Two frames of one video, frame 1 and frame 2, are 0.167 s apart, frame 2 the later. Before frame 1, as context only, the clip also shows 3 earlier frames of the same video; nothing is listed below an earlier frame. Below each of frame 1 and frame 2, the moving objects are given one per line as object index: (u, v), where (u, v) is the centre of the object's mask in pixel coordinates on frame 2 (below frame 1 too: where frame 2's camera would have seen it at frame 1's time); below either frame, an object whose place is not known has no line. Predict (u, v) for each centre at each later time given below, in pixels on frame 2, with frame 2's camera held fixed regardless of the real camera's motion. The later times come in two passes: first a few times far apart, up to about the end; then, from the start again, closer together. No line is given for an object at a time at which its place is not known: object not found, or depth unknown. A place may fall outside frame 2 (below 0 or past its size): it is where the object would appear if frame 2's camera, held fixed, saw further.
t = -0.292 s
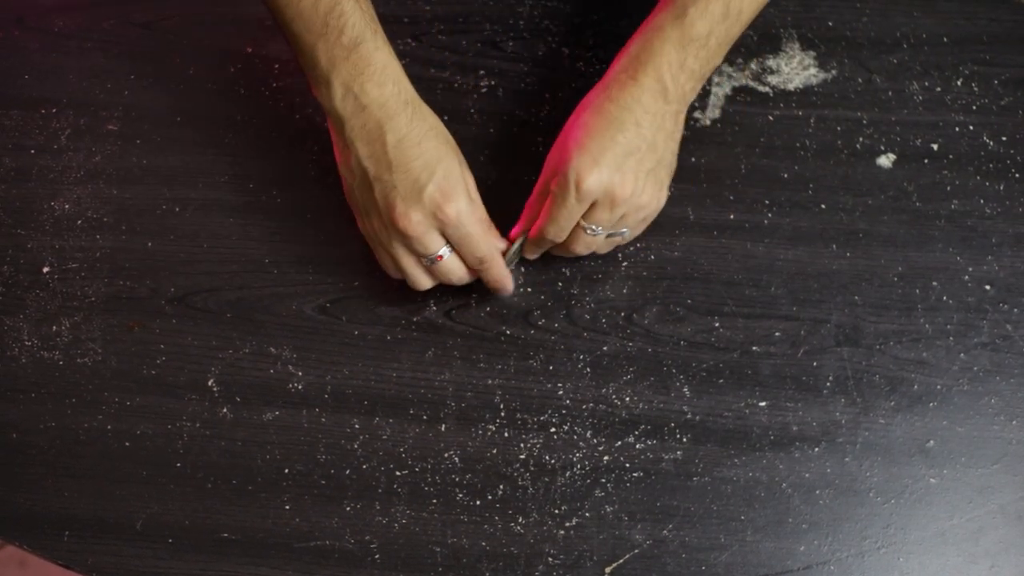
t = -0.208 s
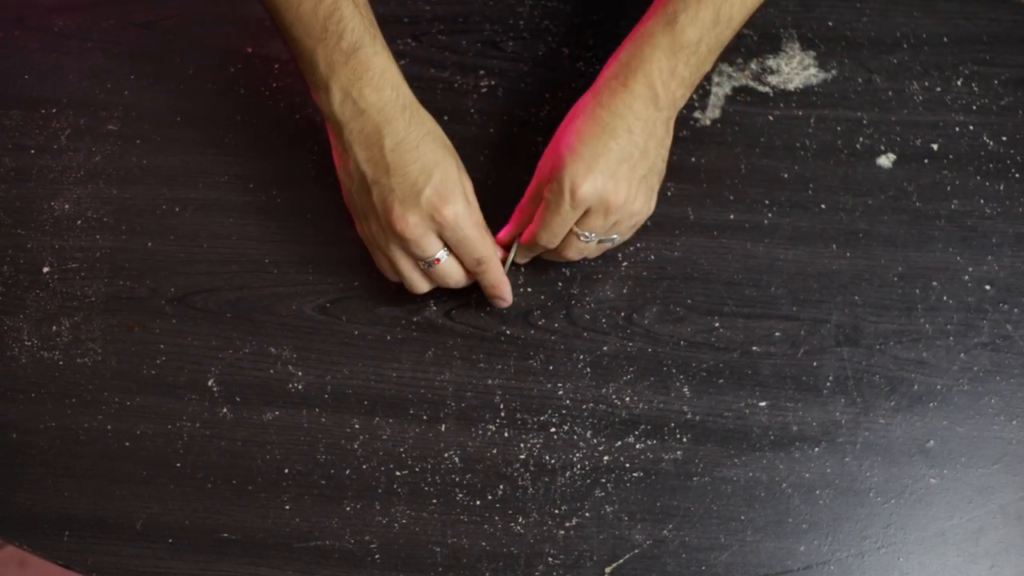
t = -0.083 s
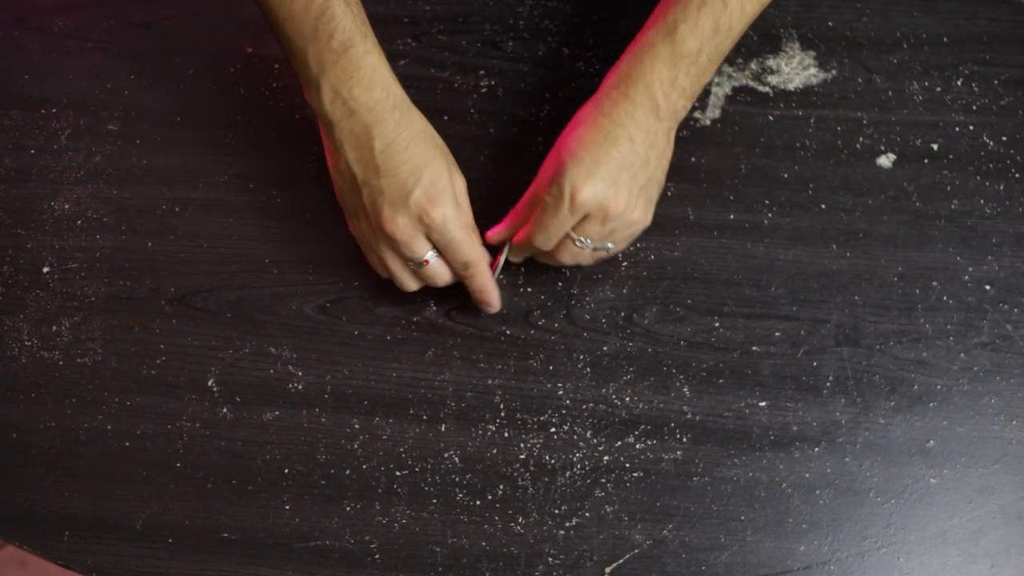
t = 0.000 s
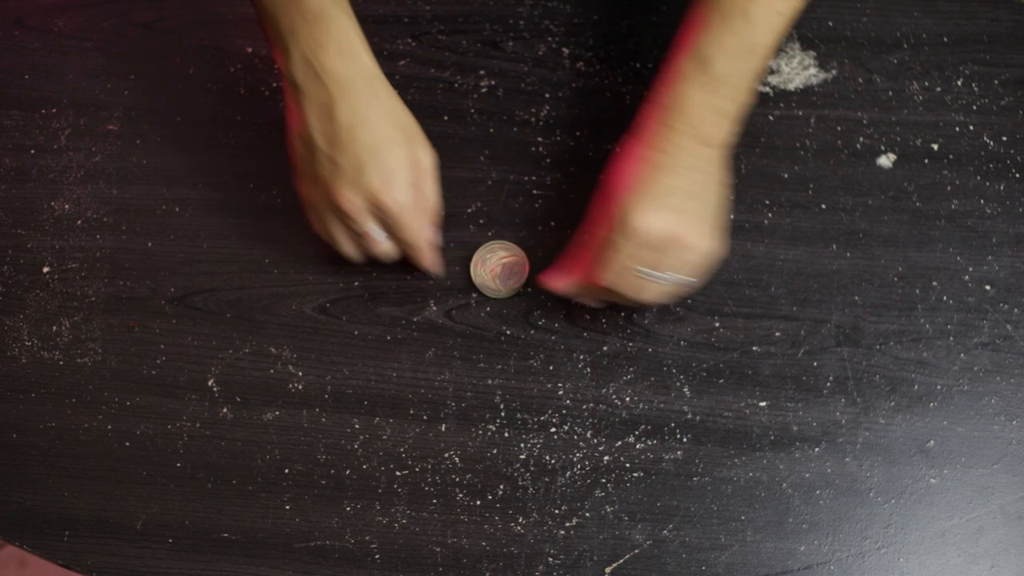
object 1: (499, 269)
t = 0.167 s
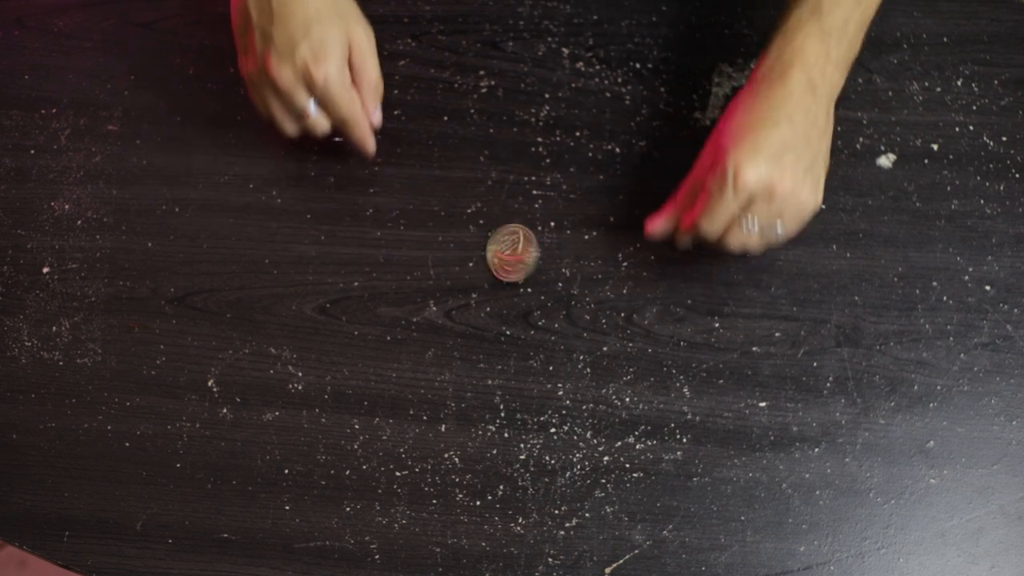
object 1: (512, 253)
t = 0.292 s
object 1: (504, 265)
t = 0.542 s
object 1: (500, 249)
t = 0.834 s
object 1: (497, 259)
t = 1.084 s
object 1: (500, 259)
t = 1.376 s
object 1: (498, 261)
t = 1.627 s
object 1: (497, 262)
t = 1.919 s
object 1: (497, 262)
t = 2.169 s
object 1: (497, 262)
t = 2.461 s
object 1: (497, 262)
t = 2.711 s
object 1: (497, 262)
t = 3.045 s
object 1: (497, 262)
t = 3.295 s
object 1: (497, 262)
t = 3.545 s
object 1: (497, 262)
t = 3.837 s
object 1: (497, 262)
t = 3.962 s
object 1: (497, 262)
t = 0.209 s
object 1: (513, 254)
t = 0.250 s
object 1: (508, 264)
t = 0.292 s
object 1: (504, 265)
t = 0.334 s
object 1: (499, 260)
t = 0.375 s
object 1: (494, 260)
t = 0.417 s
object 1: (493, 257)
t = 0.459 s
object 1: (495, 252)
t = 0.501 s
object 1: (496, 251)
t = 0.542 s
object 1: (500, 249)
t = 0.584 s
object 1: (502, 250)
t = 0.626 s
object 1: (505, 254)
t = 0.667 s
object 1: (505, 255)
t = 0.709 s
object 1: (504, 258)
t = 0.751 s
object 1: (501, 261)
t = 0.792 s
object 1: (499, 258)
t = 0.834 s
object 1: (497, 259)
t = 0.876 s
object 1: (497, 256)
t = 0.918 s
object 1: (497, 255)
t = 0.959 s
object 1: (499, 255)
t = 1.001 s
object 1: (500, 256)
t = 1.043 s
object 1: (501, 259)
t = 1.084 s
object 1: (500, 259)
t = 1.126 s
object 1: (498, 260)
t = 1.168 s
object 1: (498, 259)
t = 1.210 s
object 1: (498, 259)
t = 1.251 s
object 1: (498, 259)
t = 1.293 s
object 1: (498, 260)
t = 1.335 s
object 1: (498, 261)
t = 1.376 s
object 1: (498, 261)
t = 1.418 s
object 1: (497, 261)
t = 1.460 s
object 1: (497, 261)
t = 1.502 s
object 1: (498, 261)
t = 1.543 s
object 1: (497, 262)
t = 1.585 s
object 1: (497, 262)
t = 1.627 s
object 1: (497, 262)
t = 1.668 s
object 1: (497, 262)
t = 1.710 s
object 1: (497, 262)
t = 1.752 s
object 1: (497, 262)
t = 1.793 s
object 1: (497, 262)
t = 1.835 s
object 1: (497, 262)
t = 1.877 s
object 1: (497, 262)
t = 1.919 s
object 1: (497, 262)
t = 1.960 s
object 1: (497, 262)
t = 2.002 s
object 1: (497, 262)
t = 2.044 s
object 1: (497, 262)
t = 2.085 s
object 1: (497, 262)
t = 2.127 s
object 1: (497, 262)
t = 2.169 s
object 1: (497, 262)
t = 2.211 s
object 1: (497, 262)
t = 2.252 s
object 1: (497, 262)
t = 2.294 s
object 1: (497, 262)
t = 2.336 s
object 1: (497, 262)
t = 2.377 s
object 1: (497, 262)
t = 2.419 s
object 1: (497, 262)
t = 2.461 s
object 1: (497, 262)
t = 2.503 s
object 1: (497, 262)
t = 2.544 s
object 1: (497, 262)
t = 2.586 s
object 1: (497, 262)
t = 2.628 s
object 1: (497, 262)
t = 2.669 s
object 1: (497, 262)
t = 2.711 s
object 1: (497, 262)
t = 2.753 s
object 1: (497, 262)
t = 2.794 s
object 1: (497, 262)
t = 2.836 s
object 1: (497, 262)
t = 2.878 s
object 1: (497, 262)
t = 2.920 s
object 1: (497, 262)
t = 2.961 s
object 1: (497, 262)
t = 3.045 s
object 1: (497, 262)
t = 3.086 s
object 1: (497, 262)
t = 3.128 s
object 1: (497, 262)
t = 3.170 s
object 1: (497, 262)
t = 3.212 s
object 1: (497, 262)
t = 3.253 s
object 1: (497, 262)
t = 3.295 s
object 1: (497, 262)
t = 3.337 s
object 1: (497, 262)
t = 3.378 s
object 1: (497, 262)
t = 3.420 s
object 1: (497, 262)
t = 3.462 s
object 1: (497, 262)
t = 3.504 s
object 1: (497, 262)
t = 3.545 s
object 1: (497, 262)
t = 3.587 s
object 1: (497, 262)
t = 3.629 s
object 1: (497, 262)
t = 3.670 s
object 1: (497, 262)
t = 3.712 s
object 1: (497, 262)
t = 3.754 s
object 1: (497, 262)
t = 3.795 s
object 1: (497, 262)
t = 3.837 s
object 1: (497, 262)
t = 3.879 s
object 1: (497, 262)
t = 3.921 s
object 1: (497, 262)
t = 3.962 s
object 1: (497, 262)
